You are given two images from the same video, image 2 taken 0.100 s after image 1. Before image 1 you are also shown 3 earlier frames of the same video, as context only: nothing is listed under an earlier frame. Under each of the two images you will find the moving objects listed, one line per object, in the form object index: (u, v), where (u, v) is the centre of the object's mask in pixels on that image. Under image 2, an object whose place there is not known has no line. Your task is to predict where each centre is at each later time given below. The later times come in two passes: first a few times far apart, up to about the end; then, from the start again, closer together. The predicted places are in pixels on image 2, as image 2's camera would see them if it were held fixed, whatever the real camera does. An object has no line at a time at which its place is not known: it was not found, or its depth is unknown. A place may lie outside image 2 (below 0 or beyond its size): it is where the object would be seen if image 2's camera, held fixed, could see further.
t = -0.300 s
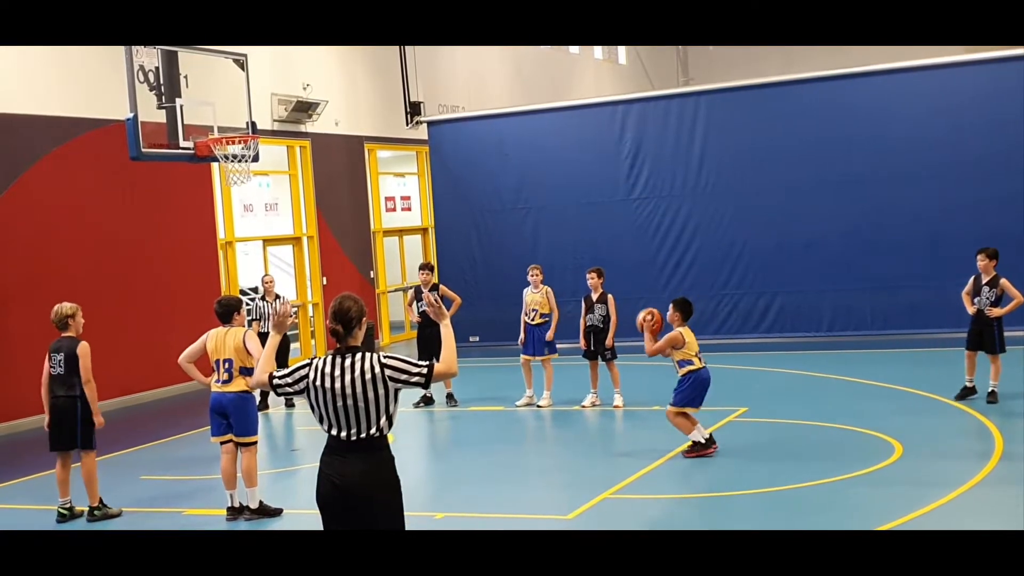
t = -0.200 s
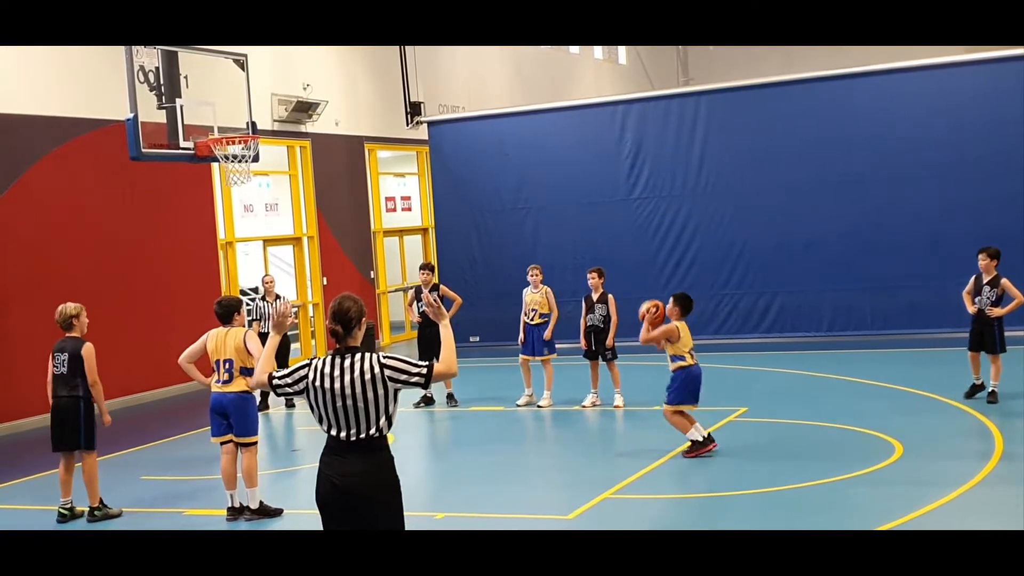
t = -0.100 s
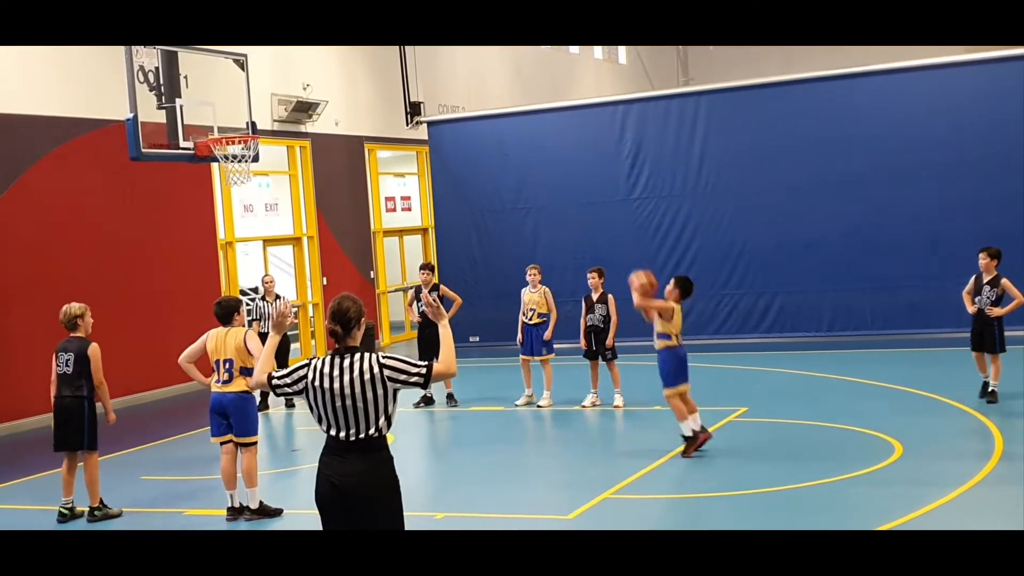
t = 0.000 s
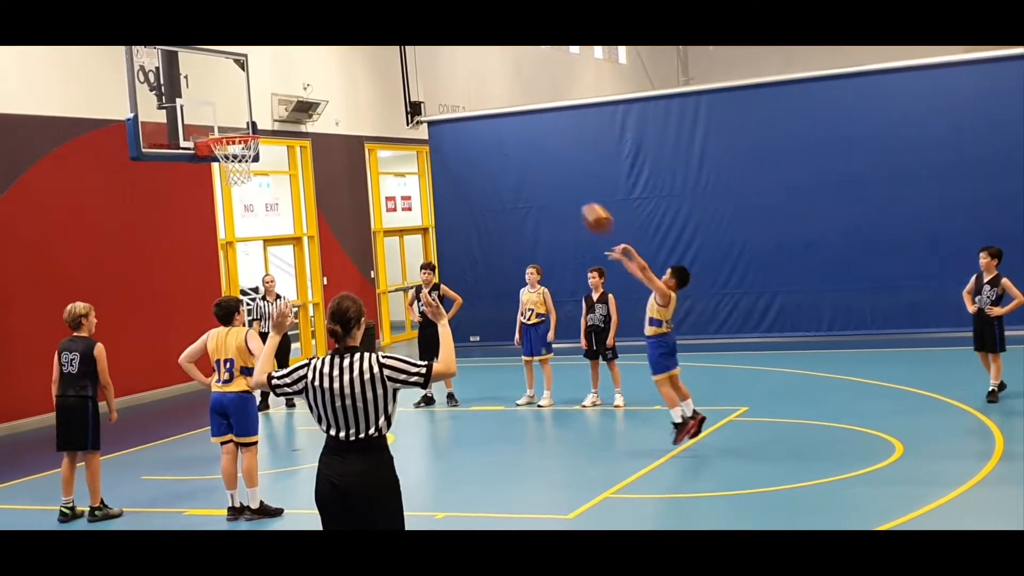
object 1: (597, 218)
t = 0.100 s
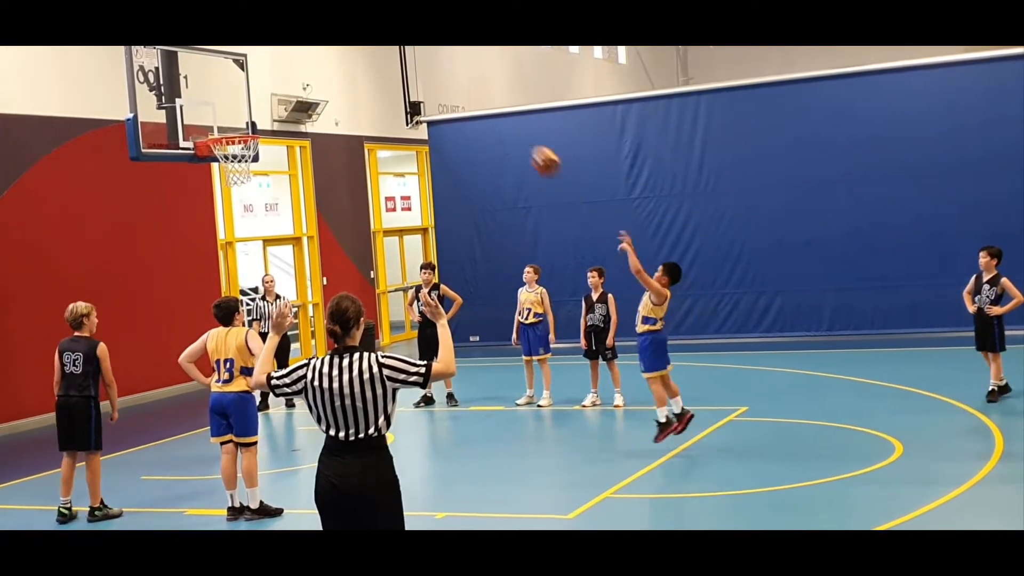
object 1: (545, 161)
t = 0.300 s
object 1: (442, 86)
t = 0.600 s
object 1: (317, 59)
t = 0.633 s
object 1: (305, 62)
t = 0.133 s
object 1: (528, 144)
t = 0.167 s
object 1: (511, 129)
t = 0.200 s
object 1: (496, 118)
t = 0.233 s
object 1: (478, 105)
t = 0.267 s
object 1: (461, 95)
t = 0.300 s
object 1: (442, 86)
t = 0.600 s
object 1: (317, 59)
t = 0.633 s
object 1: (305, 62)
